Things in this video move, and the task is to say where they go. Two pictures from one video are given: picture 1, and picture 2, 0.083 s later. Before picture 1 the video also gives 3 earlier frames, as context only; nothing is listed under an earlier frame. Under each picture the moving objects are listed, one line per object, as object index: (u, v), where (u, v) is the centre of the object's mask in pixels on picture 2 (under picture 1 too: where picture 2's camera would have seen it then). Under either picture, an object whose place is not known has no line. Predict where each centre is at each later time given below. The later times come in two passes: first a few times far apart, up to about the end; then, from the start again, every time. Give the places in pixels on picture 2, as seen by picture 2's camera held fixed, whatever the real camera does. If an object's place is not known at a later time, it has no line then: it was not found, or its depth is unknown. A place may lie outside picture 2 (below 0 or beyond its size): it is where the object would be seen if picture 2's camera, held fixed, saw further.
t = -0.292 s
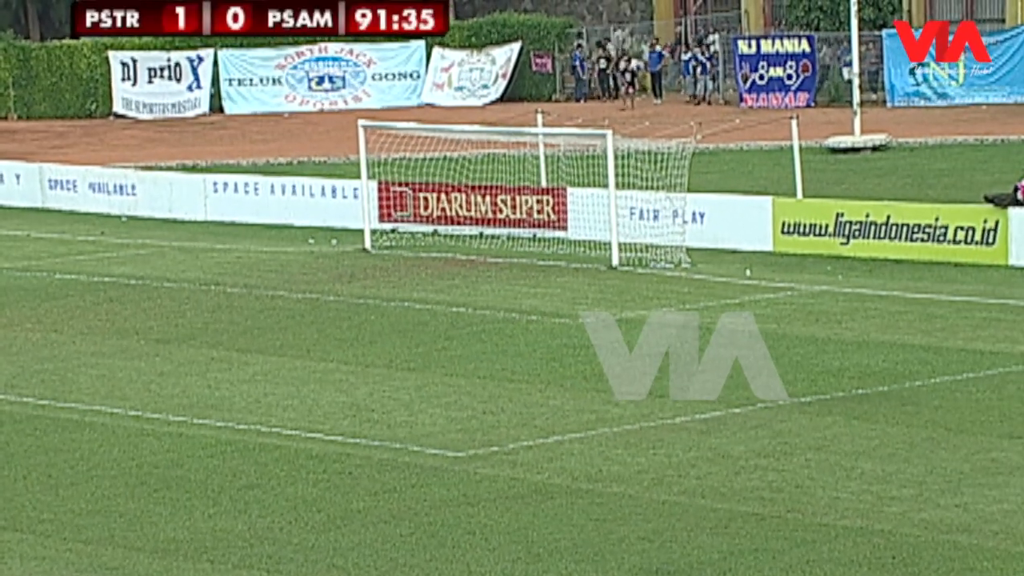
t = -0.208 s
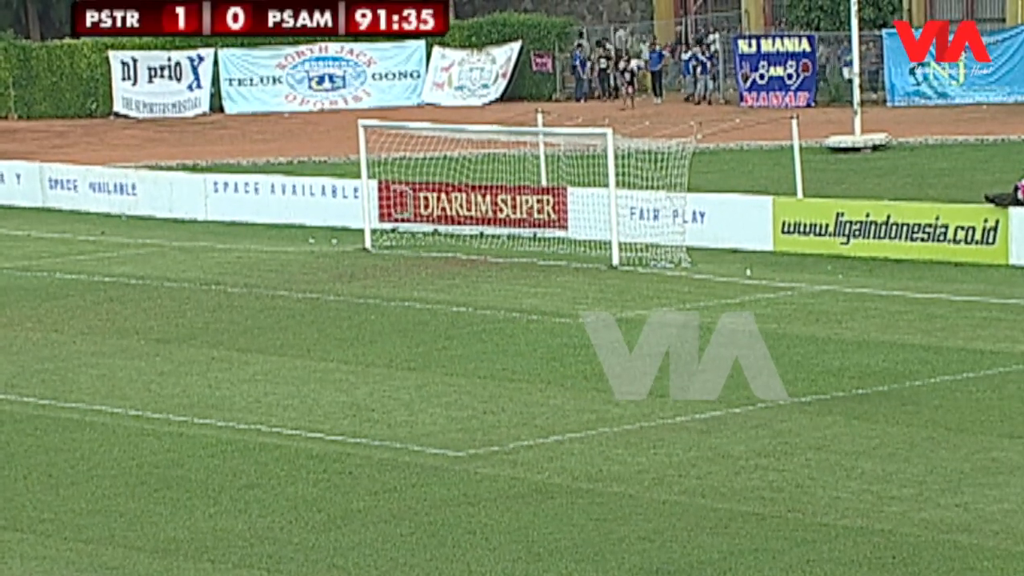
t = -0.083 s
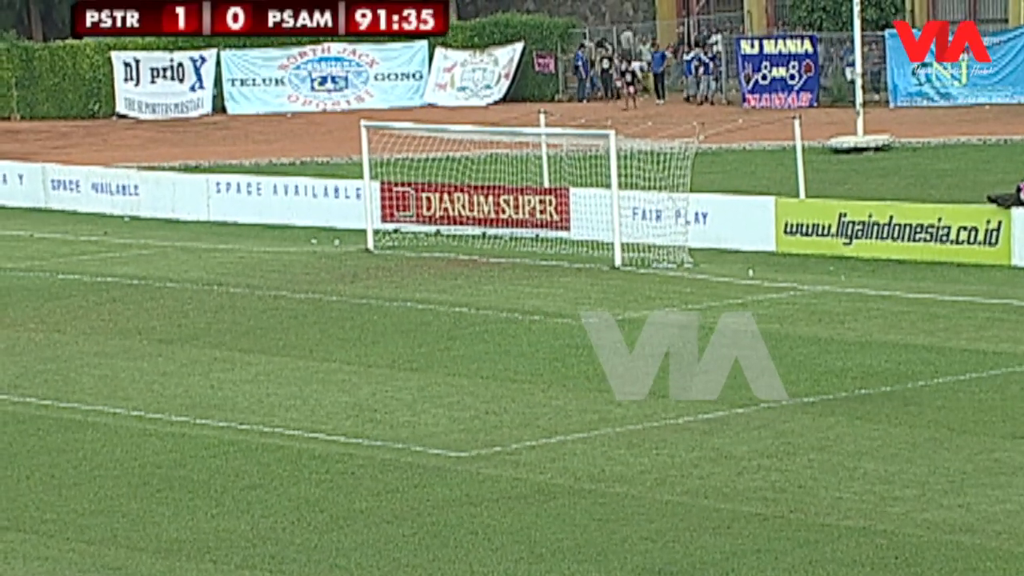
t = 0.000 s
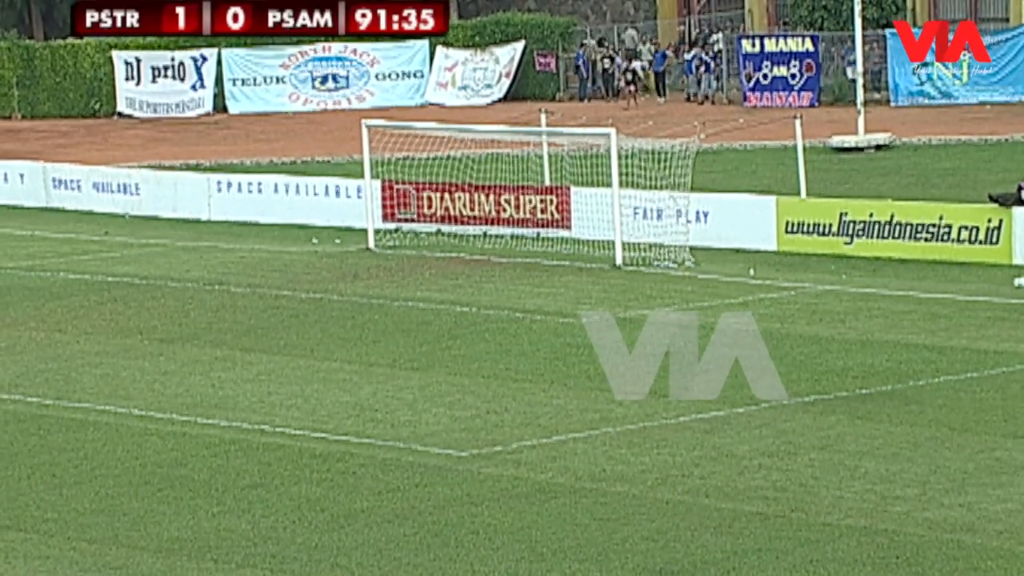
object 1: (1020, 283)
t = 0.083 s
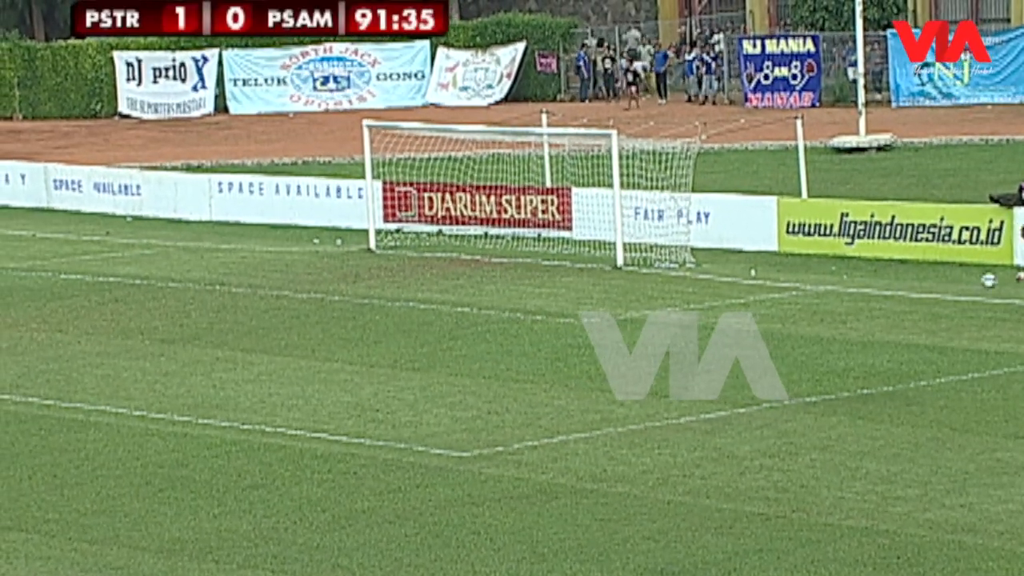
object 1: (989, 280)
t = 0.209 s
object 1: (939, 283)
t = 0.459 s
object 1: (844, 314)
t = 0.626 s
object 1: (805, 309)
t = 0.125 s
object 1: (972, 280)
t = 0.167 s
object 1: (955, 281)
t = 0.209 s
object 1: (939, 283)
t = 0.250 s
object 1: (923, 286)
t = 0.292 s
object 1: (906, 290)
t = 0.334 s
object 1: (890, 294)
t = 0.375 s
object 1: (875, 300)
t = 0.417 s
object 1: (859, 306)
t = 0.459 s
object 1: (844, 314)
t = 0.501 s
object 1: (834, 313)
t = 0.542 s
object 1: (824, 310)
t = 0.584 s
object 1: (814, 308)
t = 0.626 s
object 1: (805, 309)
